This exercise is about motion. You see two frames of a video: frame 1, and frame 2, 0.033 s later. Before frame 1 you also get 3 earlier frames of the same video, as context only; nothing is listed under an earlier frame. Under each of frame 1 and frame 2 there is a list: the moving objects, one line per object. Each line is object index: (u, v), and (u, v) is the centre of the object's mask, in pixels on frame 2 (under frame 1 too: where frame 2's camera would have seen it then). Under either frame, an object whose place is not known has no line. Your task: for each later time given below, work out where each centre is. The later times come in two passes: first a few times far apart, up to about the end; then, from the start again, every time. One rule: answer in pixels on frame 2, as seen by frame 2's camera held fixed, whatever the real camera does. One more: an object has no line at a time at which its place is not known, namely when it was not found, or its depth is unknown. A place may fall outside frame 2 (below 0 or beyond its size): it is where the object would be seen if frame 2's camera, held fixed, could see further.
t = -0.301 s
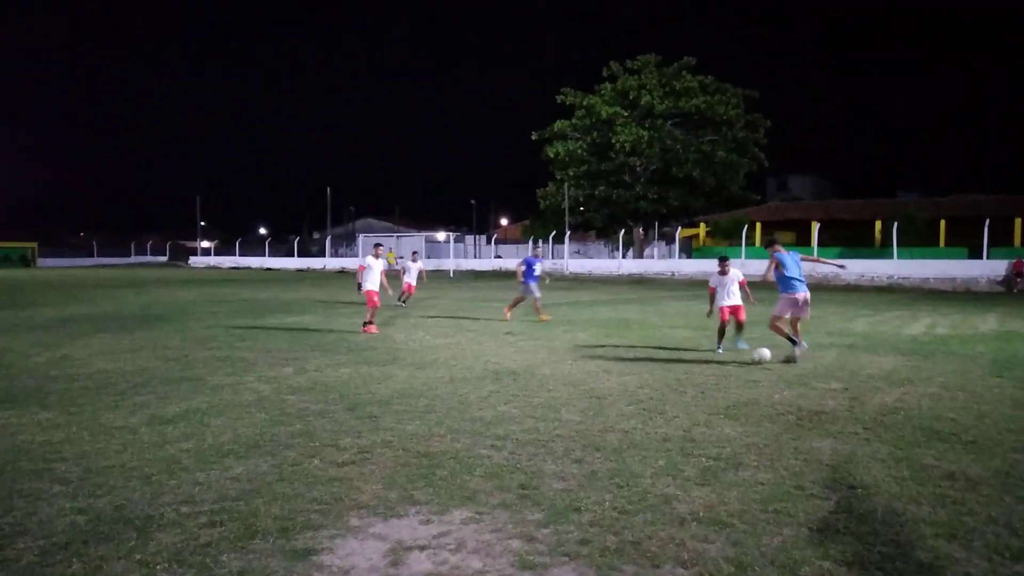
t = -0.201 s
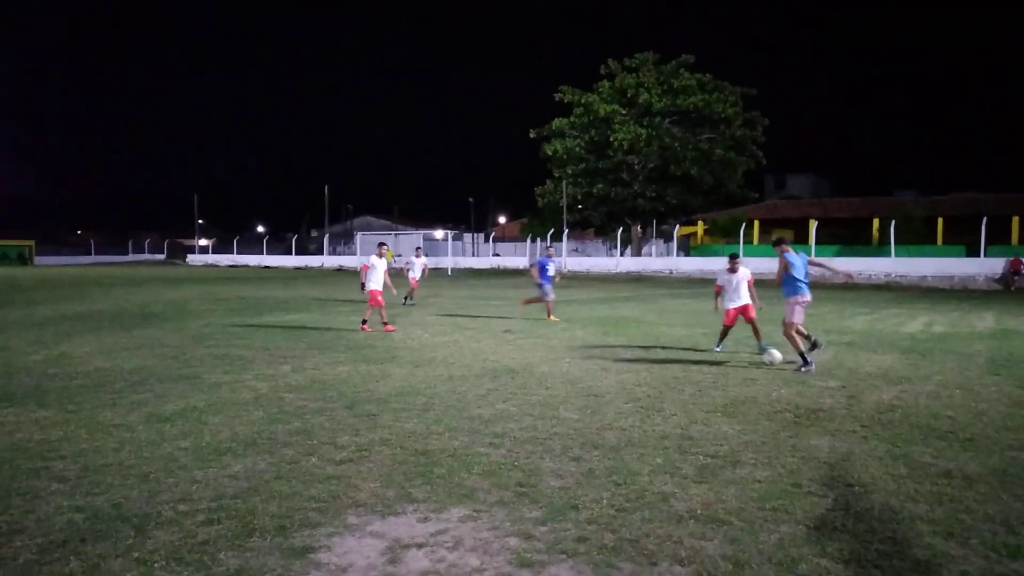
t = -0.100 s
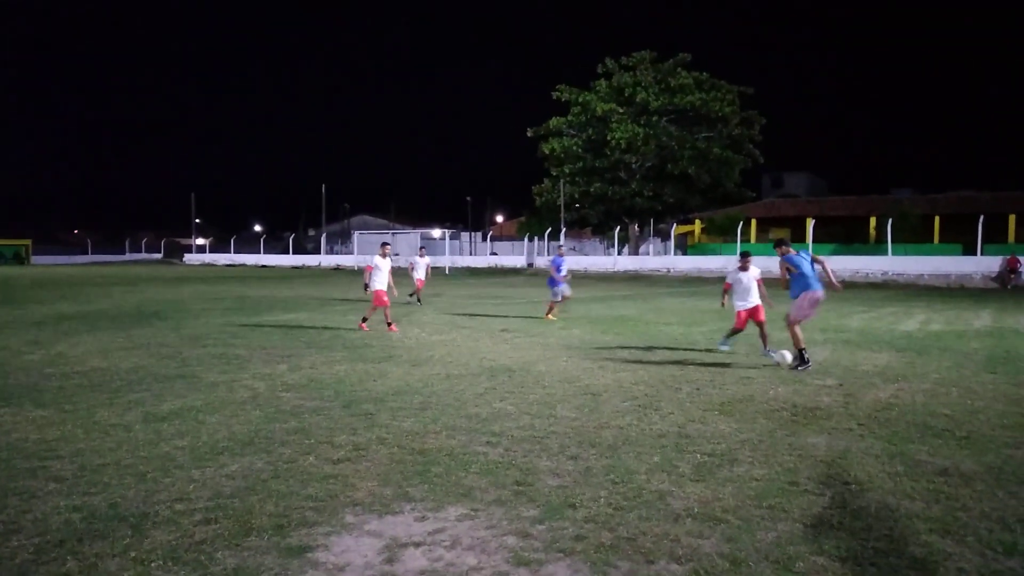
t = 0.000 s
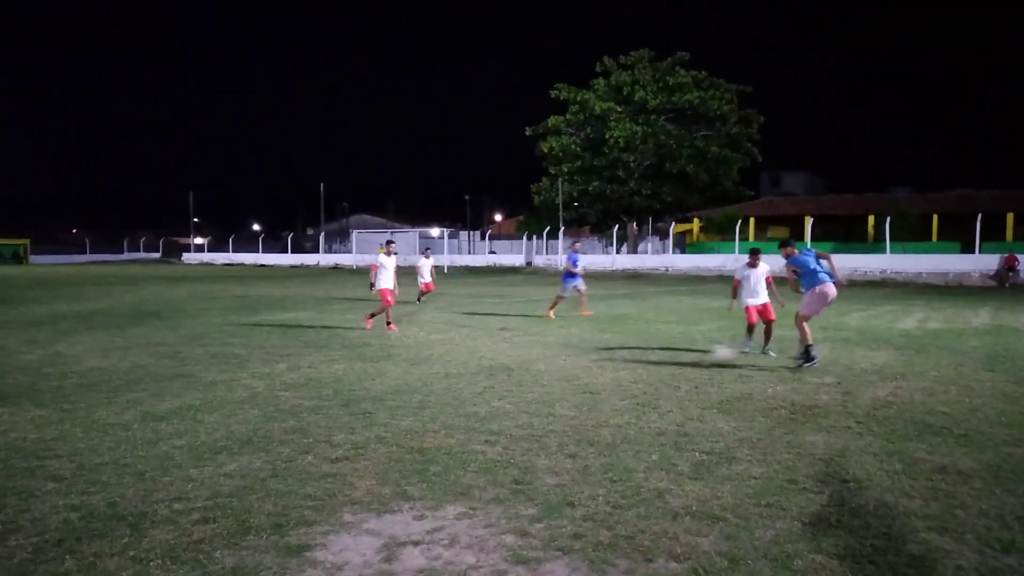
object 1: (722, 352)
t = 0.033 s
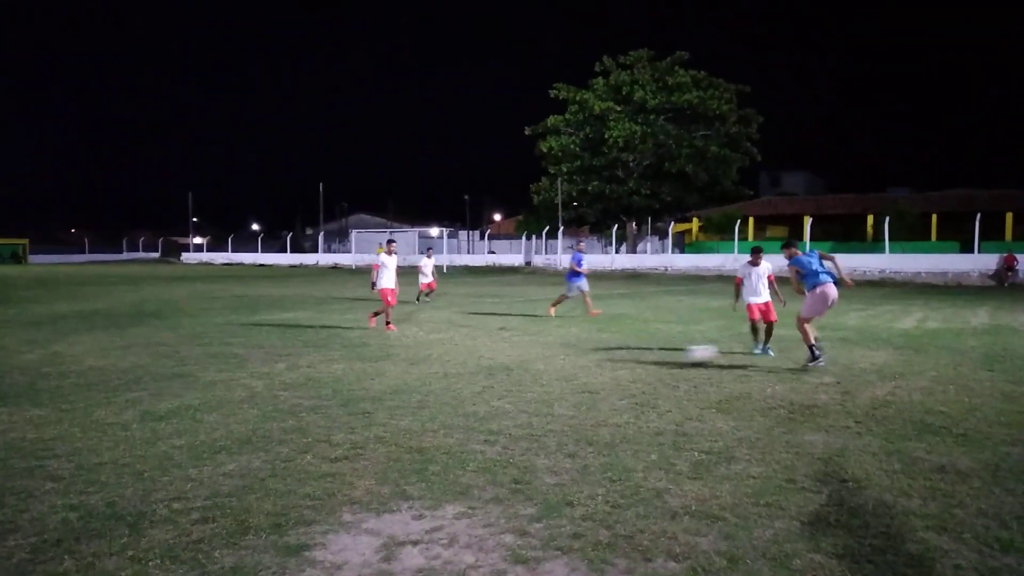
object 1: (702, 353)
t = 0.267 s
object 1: (539, 367)
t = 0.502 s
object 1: (384, 377)
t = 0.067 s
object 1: (680, 355)
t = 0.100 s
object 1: (656, 357)
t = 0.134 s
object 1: (632, 360)
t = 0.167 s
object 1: (604, 364)
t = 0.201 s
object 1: (580, 366)
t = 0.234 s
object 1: (561, 365)
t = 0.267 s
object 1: (539, 367)
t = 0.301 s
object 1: (515, 368)
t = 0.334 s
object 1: (491, 372)
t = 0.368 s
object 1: (469, 373)
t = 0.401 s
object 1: (448, 374)
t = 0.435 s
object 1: (426, 376)
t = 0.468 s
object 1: (403, 378)
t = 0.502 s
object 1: (384, 377)
